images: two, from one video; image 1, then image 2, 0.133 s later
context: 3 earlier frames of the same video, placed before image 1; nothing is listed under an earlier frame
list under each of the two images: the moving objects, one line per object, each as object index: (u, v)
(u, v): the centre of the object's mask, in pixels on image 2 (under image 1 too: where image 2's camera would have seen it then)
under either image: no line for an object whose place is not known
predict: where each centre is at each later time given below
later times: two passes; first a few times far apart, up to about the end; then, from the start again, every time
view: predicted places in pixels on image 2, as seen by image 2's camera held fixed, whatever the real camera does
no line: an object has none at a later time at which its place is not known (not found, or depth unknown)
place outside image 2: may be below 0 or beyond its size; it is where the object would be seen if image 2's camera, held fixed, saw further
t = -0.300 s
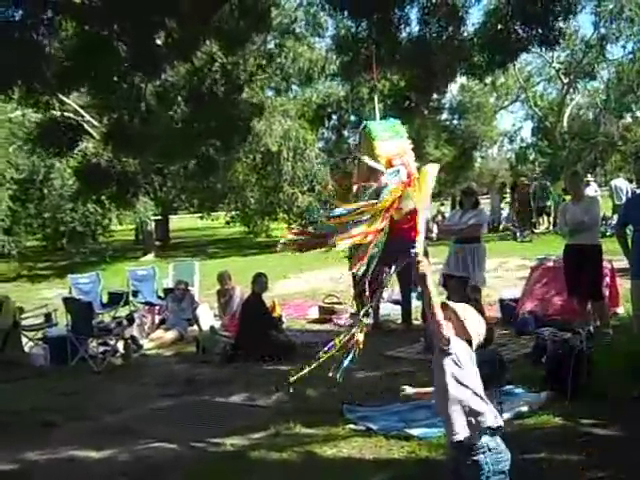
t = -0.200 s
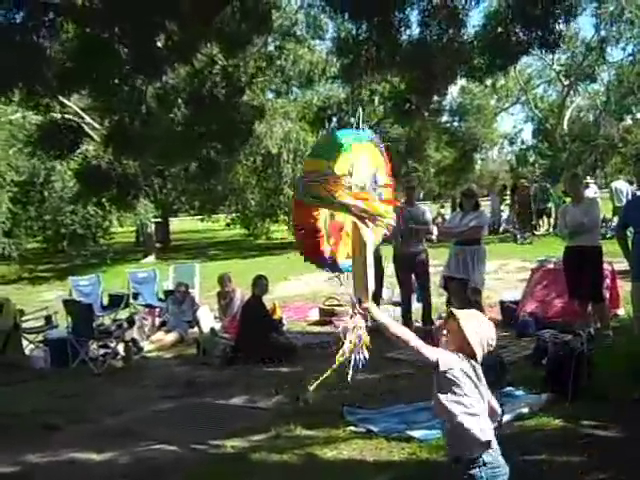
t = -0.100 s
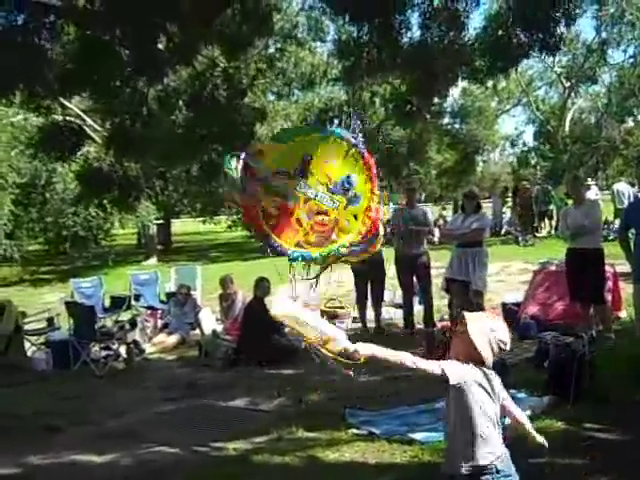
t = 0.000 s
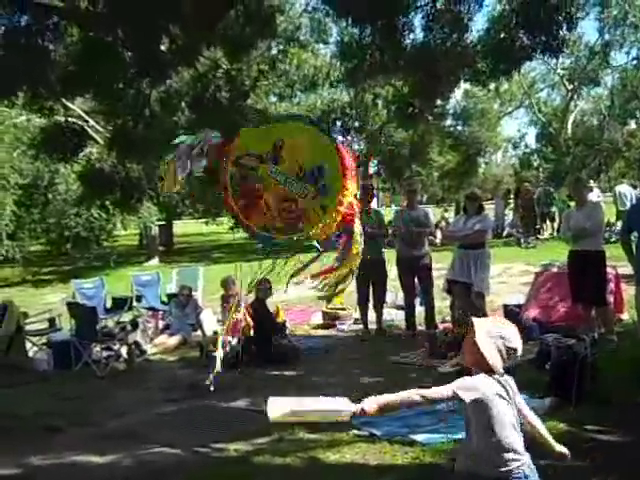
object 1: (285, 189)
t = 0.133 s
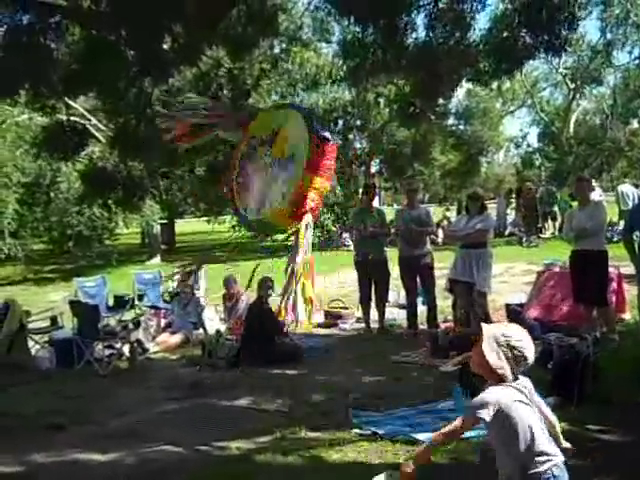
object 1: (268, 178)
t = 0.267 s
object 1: (254, 185)
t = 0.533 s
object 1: (309, 197)
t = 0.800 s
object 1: (432, 191)
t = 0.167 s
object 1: (268, 177)
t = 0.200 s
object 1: (266, 175)
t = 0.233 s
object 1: (266, 177)
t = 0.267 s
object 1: (254, 185)
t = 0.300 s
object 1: (257, 184)
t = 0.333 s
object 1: (265, 183)
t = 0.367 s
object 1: (272, 182)
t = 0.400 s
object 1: (272, 194)
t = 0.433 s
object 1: (280, 192)
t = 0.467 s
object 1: (288, 196)
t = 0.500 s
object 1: (300, 195)
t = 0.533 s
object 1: (309, 197)
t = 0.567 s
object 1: (315, 201)
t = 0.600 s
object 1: (327, 203)
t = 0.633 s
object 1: (342, 213)
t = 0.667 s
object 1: (356, 202)
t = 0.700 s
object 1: (375, 211)
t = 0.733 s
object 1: (390, 208)
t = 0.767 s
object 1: (403, 201)
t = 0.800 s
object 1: (432, 191)
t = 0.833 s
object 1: (439, 188)
